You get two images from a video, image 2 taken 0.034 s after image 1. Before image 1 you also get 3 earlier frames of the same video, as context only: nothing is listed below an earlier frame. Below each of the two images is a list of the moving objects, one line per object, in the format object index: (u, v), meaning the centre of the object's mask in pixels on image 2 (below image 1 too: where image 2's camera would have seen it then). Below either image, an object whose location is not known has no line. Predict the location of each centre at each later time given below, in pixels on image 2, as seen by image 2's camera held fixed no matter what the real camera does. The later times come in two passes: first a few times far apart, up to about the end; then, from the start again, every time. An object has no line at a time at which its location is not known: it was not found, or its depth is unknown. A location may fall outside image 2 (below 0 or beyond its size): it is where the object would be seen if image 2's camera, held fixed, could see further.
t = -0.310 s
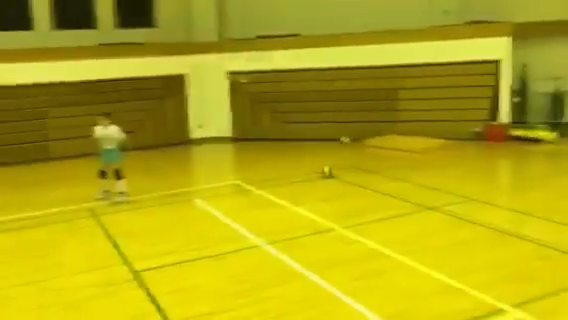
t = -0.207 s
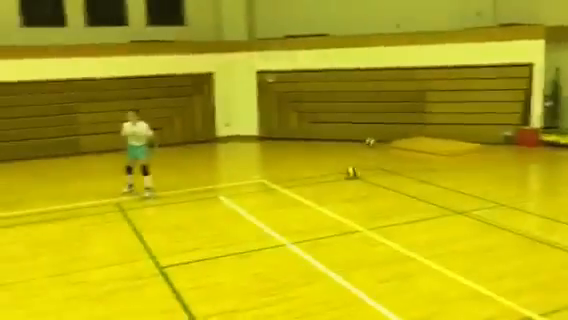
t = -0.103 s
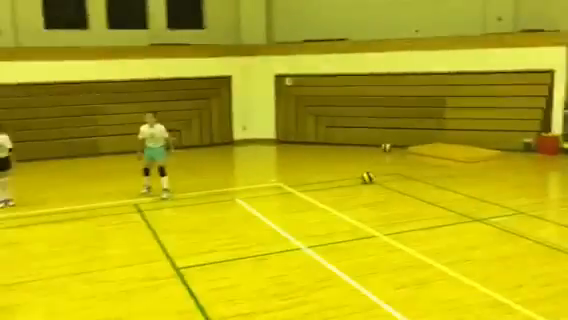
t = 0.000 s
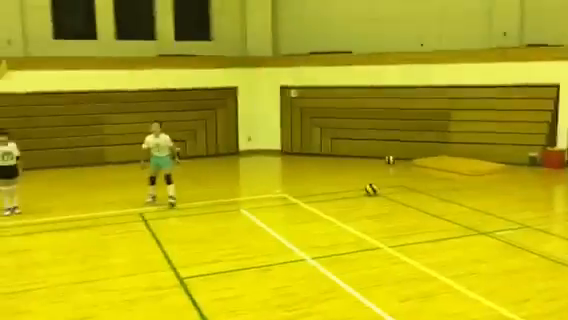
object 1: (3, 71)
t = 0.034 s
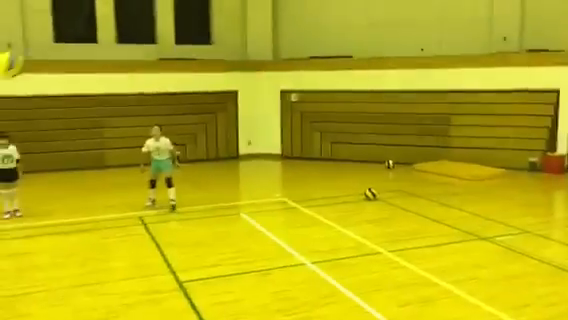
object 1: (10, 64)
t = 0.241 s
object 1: (114, 46)
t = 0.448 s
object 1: (216, 75)
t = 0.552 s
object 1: (266, 107)
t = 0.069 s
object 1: (25, 57)
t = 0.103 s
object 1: (44, 52)
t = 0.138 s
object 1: (60, 48)
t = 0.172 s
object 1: (79, 45)
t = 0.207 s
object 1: (98, 46)
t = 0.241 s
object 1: (114, 46)
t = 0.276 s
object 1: (132, 47)
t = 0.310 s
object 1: (150, 50)
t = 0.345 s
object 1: (166, 54)
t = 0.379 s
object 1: (183, 59)
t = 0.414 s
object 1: (200, 67)
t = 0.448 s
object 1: (216, 75)
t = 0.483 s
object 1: (234, 85)
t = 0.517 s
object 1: (253, 94)
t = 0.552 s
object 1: (266, 107)
